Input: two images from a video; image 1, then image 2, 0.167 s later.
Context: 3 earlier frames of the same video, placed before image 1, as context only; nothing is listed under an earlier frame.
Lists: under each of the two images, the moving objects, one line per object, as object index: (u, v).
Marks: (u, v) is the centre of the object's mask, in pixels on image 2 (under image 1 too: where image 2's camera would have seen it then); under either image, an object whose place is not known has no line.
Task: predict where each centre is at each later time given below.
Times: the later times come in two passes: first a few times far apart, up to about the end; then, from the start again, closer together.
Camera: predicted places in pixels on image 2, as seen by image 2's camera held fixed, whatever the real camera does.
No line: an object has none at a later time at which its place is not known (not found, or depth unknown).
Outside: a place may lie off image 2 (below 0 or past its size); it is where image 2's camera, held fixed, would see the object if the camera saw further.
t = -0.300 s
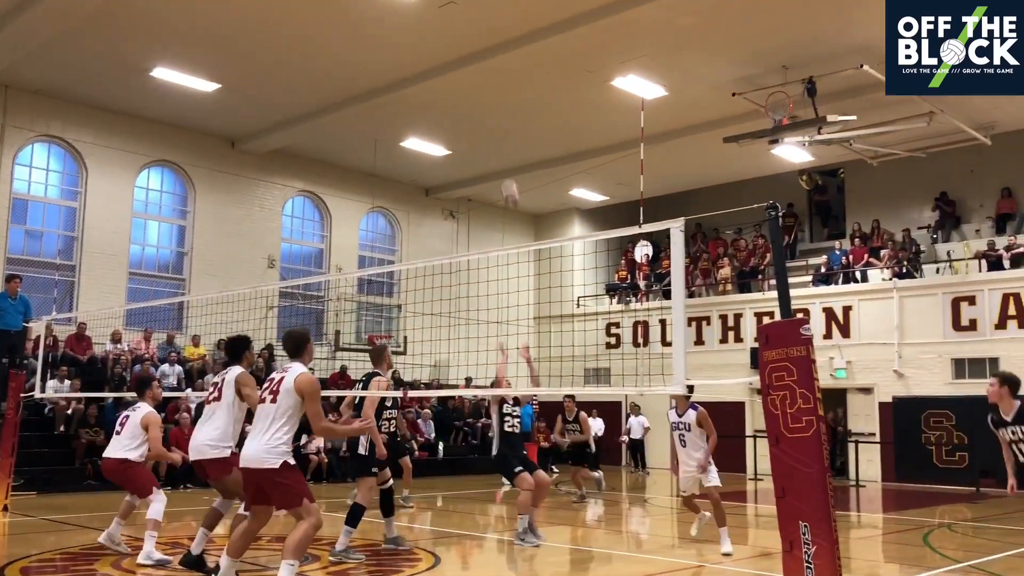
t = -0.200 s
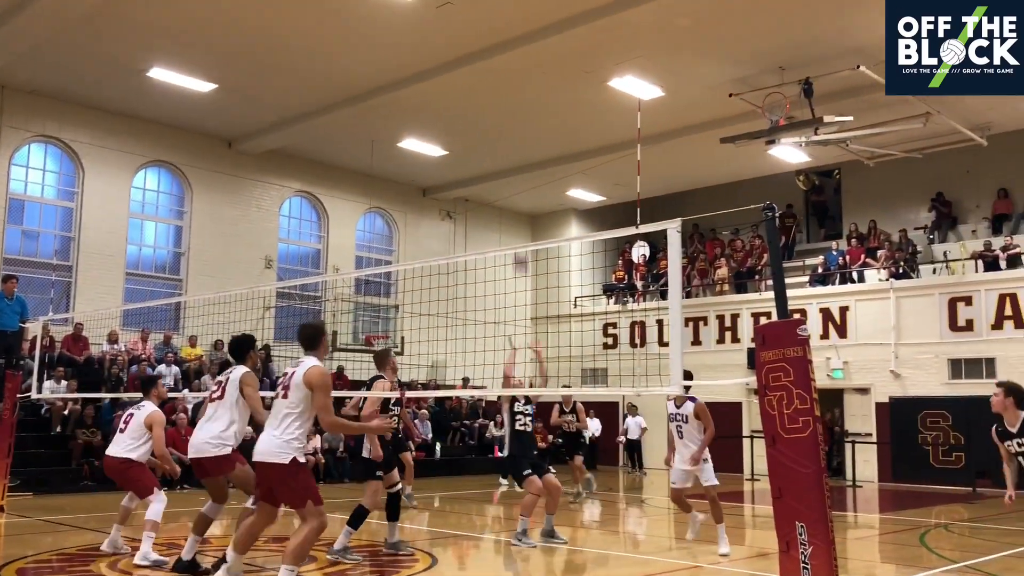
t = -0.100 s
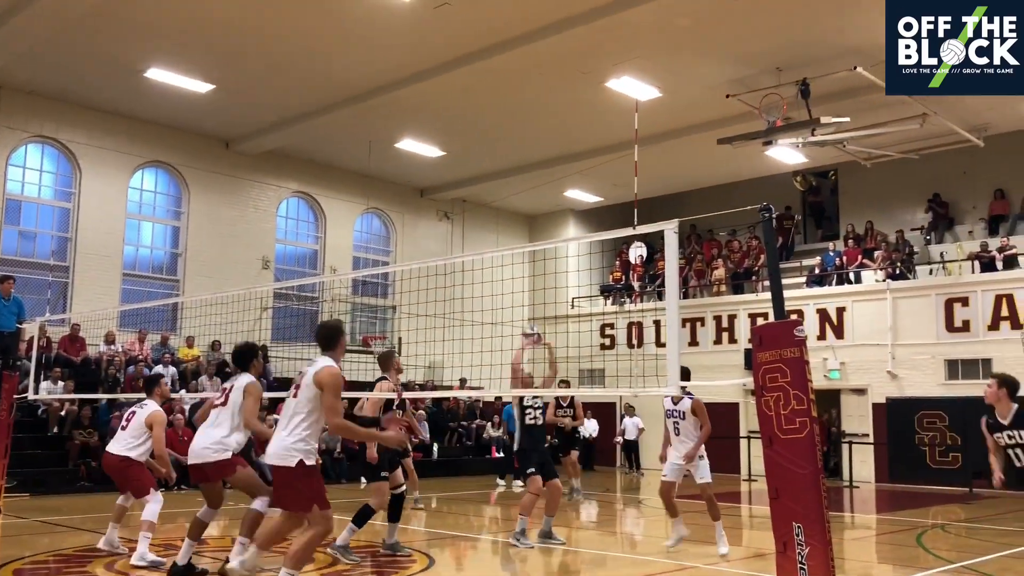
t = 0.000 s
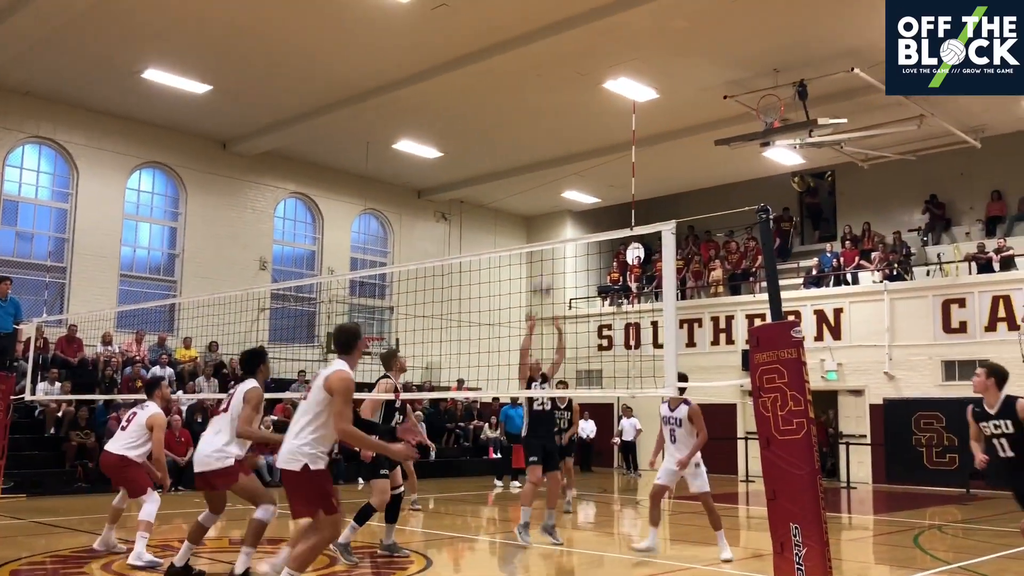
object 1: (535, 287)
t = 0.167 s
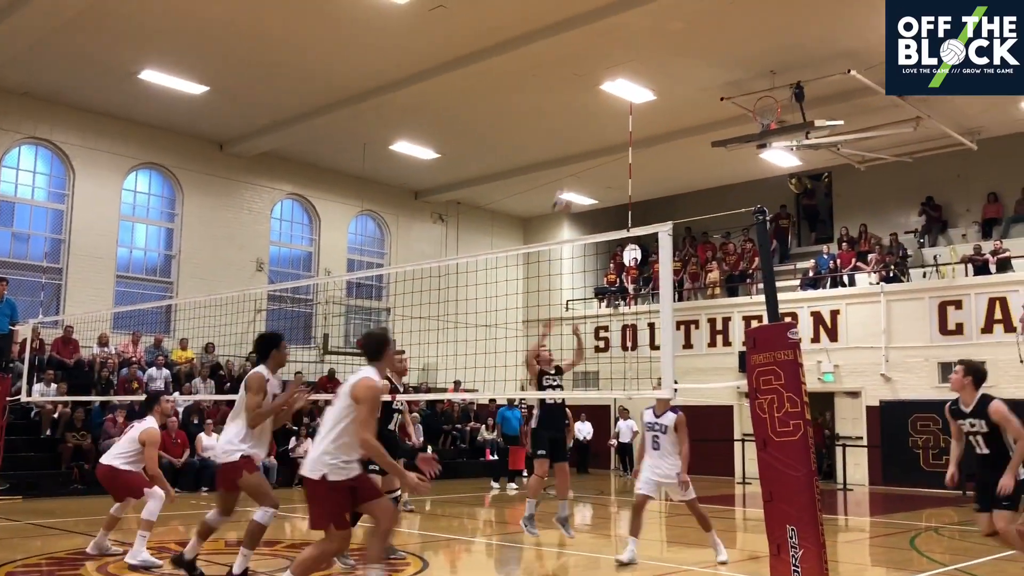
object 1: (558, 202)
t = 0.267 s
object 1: (574, 159)
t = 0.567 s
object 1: (620, 84)
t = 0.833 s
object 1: (664, 89)
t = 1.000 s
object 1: (695, 131)
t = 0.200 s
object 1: (564, 184)
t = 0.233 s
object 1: (569, 172)
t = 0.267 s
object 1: (574, 159)
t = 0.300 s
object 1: (579, 147)
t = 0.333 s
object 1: (583, 136)
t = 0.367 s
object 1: (588, 126)
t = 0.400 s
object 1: (593, 117)
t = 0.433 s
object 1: (599, 108)
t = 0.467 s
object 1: (603, 102)
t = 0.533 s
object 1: (614, 90)
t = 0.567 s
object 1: (620, 84)
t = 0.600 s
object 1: (625, 81)
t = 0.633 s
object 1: (631, 78)
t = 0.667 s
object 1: (636, 77)
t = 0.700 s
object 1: (641, 77)
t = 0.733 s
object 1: (647, 78)
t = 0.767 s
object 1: (654, 80)
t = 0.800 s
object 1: (658, 84)
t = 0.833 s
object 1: (664, 89)
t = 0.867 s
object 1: (670, 94)
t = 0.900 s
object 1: (676, 102)
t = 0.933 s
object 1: (682, 111)
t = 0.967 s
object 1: (689, 120)
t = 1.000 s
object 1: (695, 131)
